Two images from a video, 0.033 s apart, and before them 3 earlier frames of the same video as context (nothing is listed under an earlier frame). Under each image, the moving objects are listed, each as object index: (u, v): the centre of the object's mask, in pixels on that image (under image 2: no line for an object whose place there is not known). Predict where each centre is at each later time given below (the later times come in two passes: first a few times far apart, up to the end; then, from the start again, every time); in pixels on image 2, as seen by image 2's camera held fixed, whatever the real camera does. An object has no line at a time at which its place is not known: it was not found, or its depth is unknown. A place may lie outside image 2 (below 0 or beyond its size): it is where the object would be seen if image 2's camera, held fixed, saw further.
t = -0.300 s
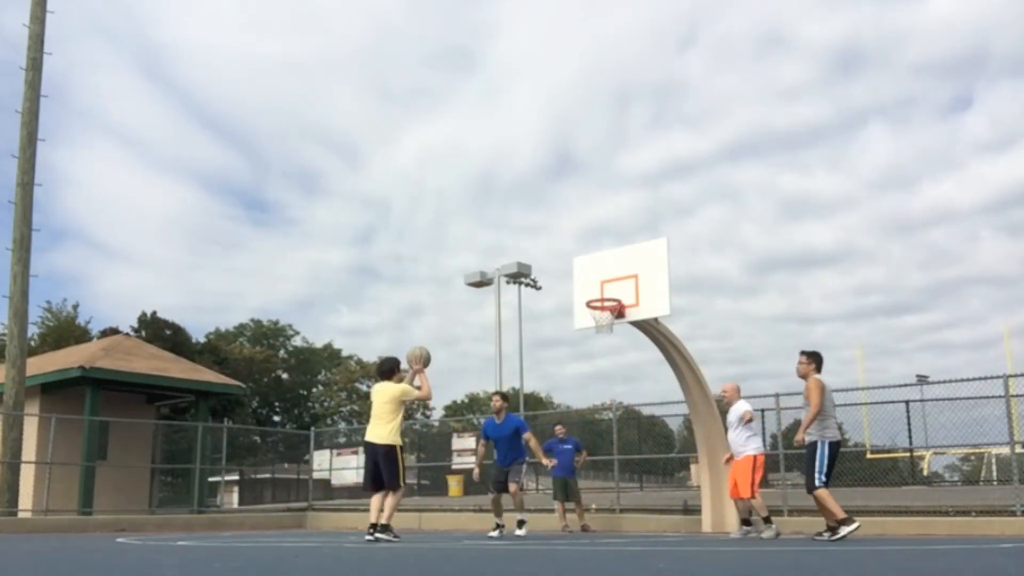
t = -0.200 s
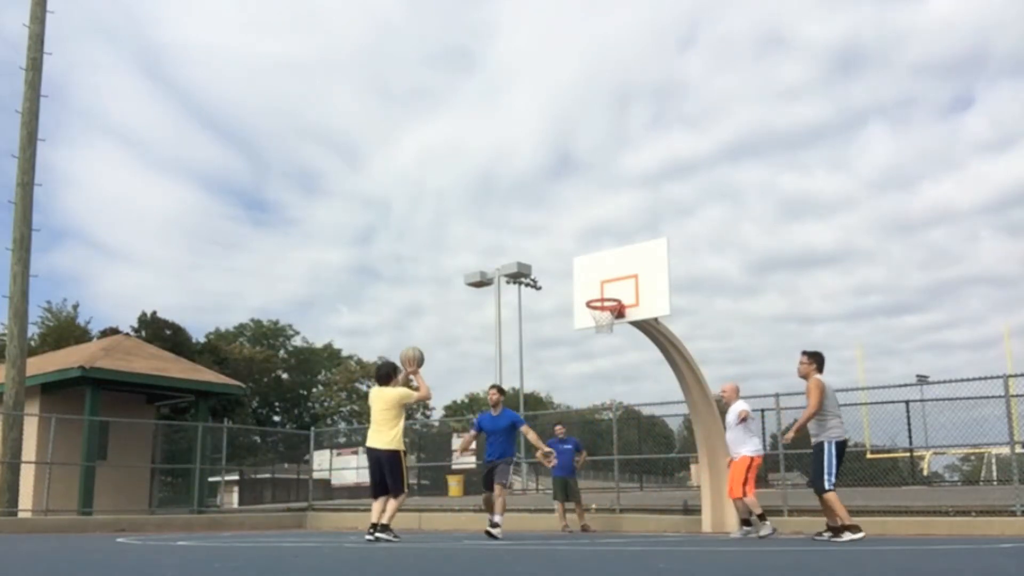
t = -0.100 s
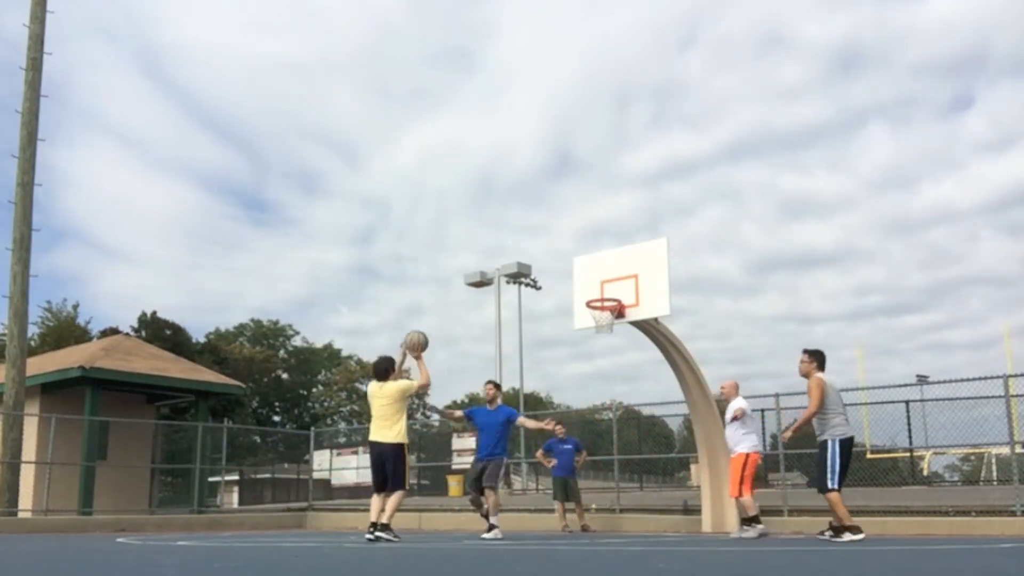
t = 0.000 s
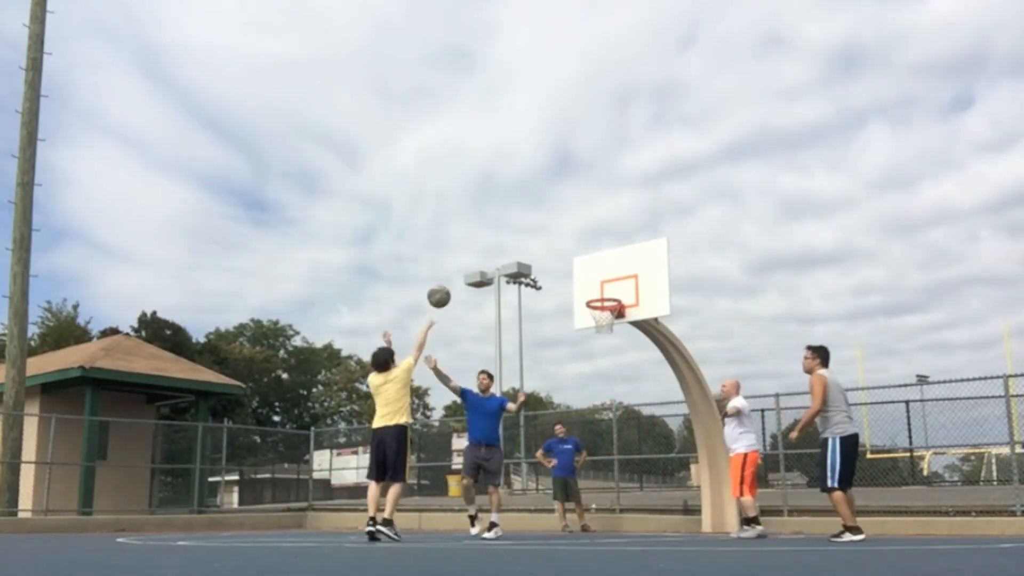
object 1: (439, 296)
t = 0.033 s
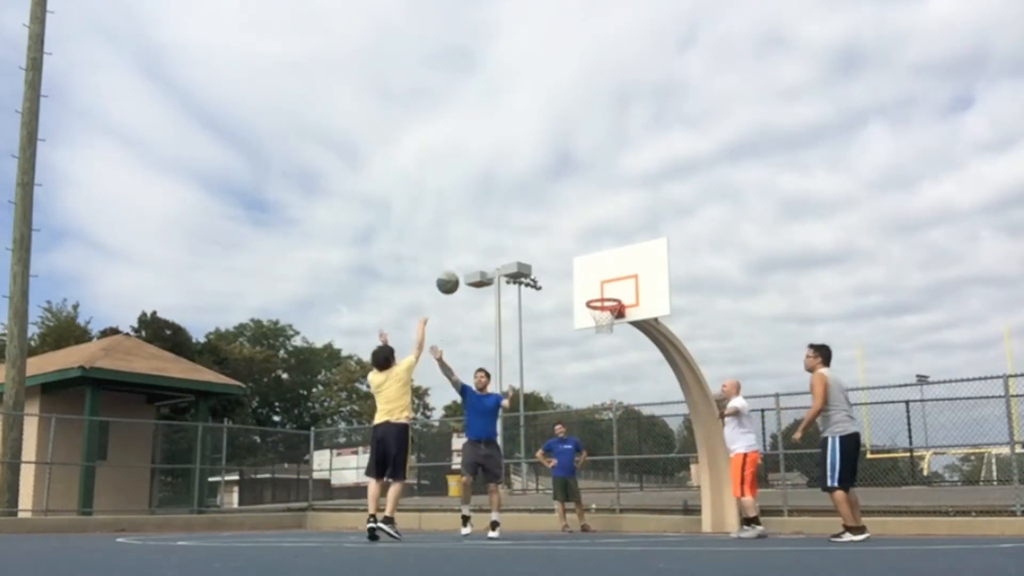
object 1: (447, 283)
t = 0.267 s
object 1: (503, 225)
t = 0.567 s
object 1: (558, 222)
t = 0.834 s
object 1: (600, 271)
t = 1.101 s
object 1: (605, 314)
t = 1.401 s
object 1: (606, 329)
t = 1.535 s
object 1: (596, 351)
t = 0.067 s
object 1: (456, 270)
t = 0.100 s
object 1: (464, 260)
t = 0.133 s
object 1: (473, 250)
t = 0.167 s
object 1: (480, 242)
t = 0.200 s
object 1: (488, 235)
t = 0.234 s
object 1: (495, 230)
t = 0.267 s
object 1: (503, 225)
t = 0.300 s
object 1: (509, 221)
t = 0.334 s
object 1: (516, 218)
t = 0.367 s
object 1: (522, 216)
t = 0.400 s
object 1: (529, 215)
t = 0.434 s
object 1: (535, 214)
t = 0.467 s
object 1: (541, 215)
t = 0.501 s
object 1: (547, 216)
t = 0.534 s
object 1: (553, 219)
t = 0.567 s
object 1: (558, 222)
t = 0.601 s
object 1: (564, 226)
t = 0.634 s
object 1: (569, 230)
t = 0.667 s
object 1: (575, 235)
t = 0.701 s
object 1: (580, 241)
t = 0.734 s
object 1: (585, 248)
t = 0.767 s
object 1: (590, 255)
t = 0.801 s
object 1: (595, 262)
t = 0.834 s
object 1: (600, 271)
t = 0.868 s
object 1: (605, 280)
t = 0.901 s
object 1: (611, 290)
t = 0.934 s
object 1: (607, 293)
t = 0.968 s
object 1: (601, 300)
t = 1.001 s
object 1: (595, 306)
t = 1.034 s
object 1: (597, 311)
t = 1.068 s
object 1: (600, 313)
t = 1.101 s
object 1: (605, 314)
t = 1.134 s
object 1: (609, 313)
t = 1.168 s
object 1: (613, 312)
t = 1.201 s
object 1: (613, 313)
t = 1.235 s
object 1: (613, 314)
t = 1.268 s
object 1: (613, 315)
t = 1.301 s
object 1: (611, 318)
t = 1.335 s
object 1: (610, 321)
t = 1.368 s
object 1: (608, 325)
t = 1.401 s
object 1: (606, 329)
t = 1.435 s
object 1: (604, 333)
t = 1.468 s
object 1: (601, 339)
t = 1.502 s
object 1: (599, 344)
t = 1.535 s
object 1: (596, 351)
